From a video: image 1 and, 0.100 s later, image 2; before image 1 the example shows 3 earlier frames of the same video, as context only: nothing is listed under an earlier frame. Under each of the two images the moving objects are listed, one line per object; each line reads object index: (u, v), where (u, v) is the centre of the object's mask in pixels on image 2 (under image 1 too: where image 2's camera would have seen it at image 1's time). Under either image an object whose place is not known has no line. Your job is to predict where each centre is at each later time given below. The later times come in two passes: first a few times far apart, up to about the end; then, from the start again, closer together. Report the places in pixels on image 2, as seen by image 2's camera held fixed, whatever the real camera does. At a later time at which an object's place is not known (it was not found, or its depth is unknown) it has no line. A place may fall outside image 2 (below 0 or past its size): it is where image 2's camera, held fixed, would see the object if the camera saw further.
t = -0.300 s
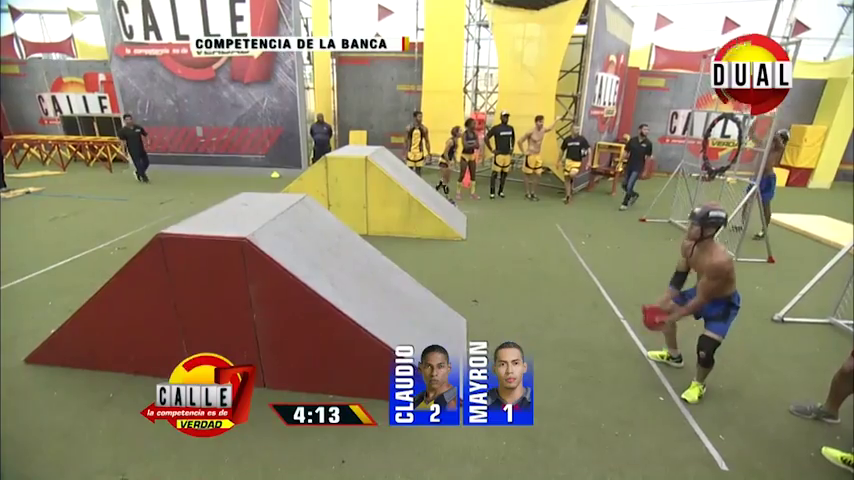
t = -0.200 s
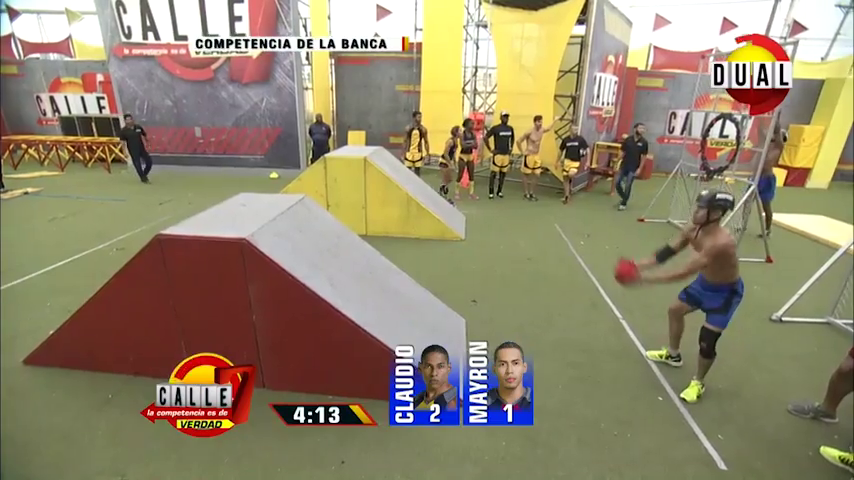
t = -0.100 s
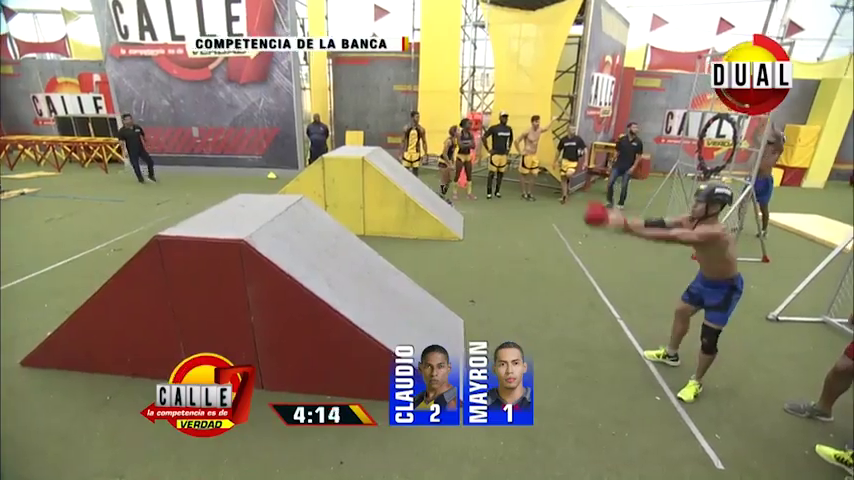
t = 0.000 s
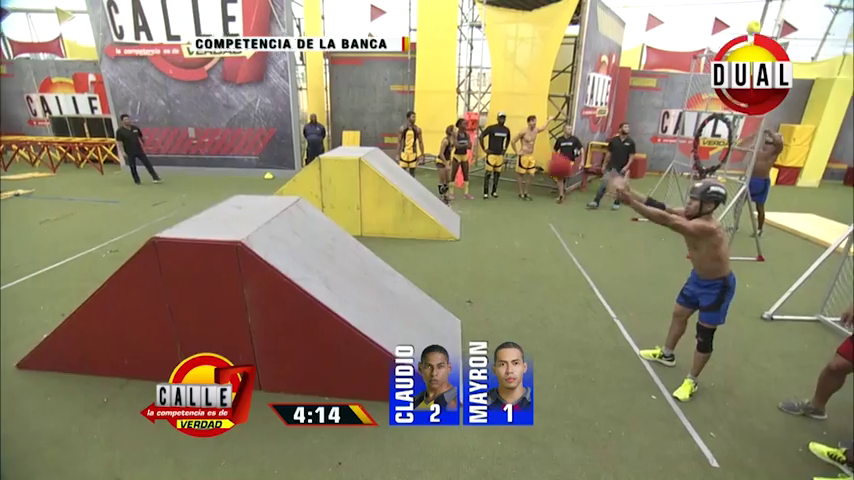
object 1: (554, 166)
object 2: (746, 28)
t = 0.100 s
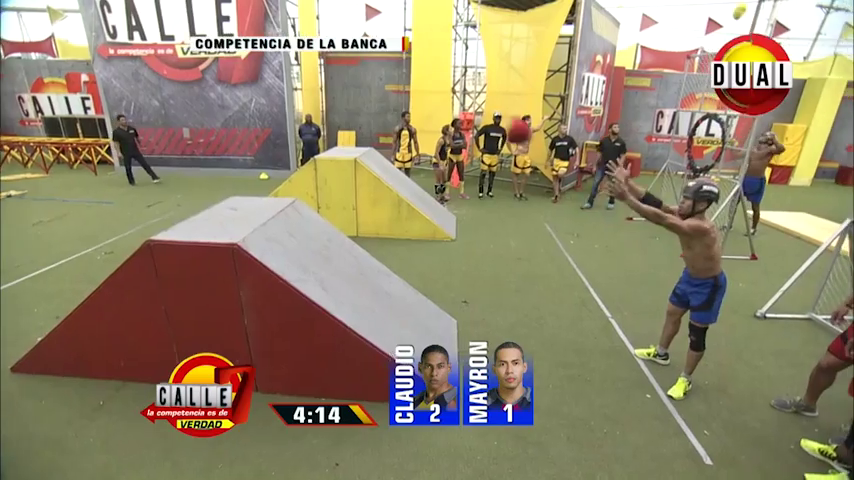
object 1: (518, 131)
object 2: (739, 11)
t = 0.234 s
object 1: (466, 107)
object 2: (725, 1)
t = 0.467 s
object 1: (376, 127)
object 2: (695, 10)
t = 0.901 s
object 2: (618, 137)
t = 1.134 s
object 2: (573, 241)
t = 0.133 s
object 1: (505, 121)
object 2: (736, 7)
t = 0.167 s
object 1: (493, 115)
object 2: (733, 4)
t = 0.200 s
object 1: (479, 111)
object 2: (729, 2)
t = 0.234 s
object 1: (466, 107)
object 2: (725, 1)
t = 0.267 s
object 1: (451, 105)
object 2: (722, 0)
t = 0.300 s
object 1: (438, 105)
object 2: (717, 1)
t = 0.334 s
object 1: (426, 106)
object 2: (714, 1)
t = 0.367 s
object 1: (412, 109)
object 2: (709, 2)
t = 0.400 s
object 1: (400, 114)
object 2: (705, 1)
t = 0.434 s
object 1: (387, 121)
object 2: (701, 2)
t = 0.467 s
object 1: (376, 127)
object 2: (695, 10)
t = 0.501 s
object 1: (364, 136)
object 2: (690, 15)
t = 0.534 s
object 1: (351, 146)
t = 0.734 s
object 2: (649, 73)
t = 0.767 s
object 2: (642, 85)
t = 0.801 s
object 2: (636, 98)
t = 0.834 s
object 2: (630, 110)
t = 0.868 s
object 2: (624, 123)
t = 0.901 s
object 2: (618, 137)
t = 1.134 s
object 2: (573, 241)
